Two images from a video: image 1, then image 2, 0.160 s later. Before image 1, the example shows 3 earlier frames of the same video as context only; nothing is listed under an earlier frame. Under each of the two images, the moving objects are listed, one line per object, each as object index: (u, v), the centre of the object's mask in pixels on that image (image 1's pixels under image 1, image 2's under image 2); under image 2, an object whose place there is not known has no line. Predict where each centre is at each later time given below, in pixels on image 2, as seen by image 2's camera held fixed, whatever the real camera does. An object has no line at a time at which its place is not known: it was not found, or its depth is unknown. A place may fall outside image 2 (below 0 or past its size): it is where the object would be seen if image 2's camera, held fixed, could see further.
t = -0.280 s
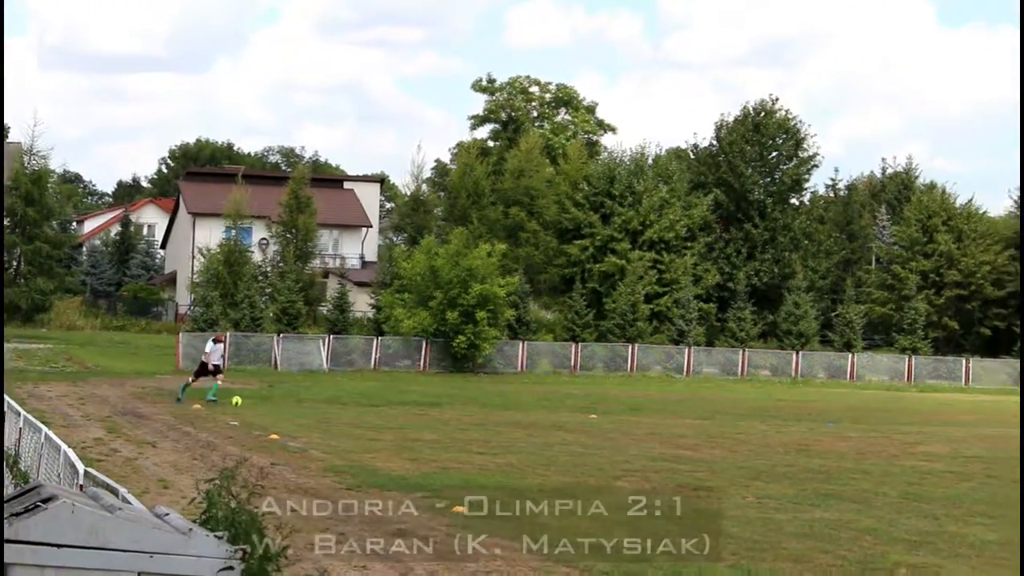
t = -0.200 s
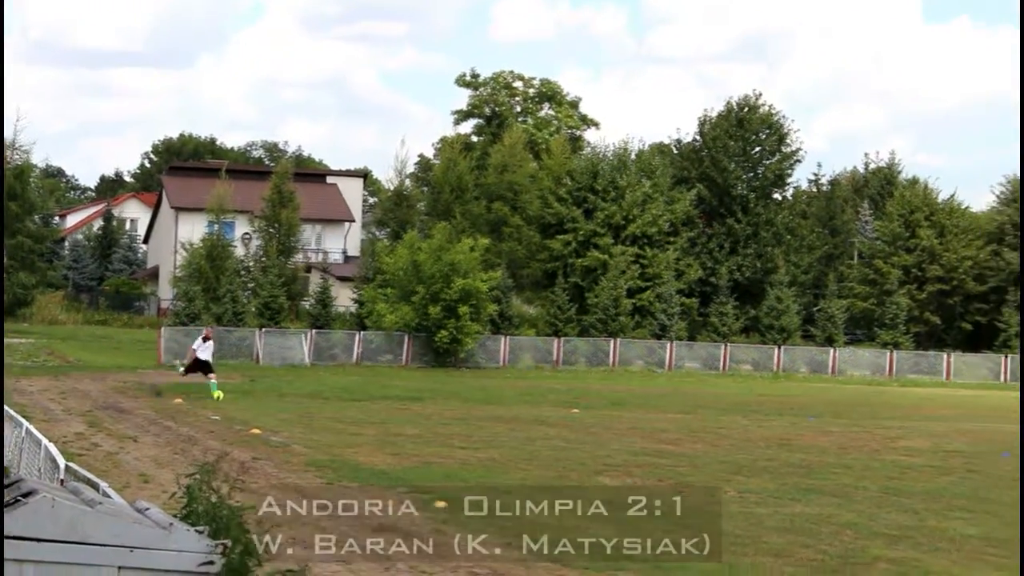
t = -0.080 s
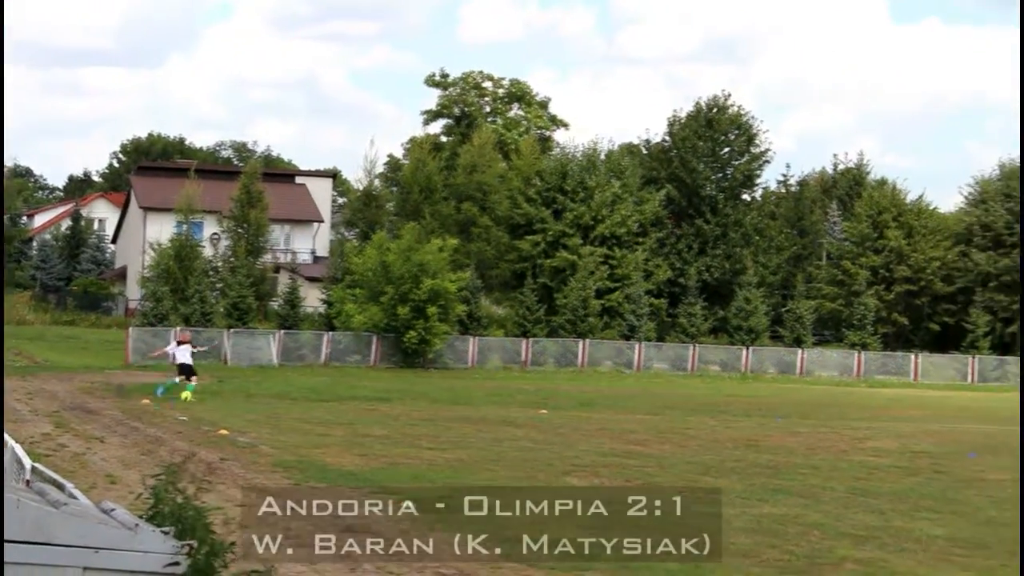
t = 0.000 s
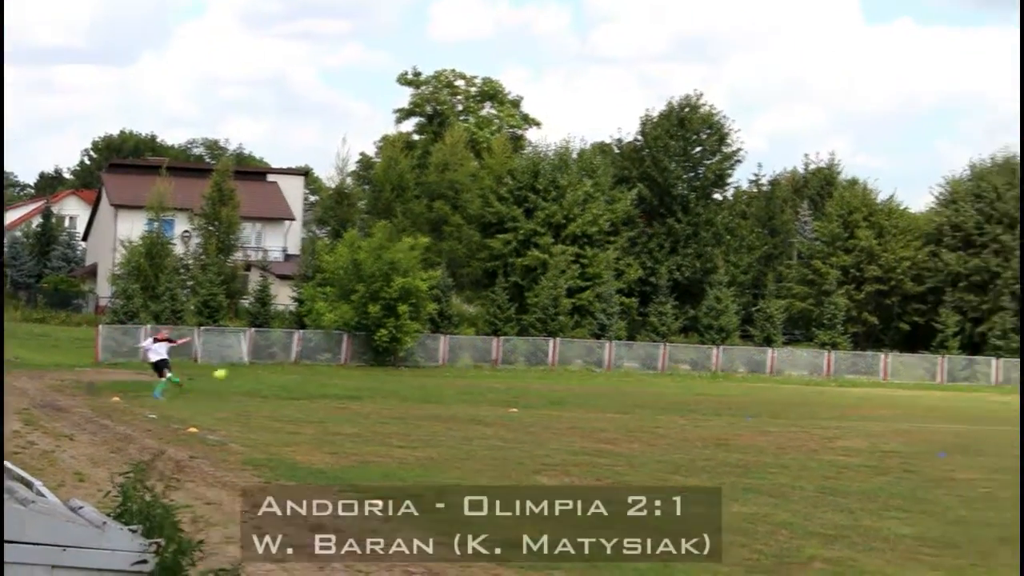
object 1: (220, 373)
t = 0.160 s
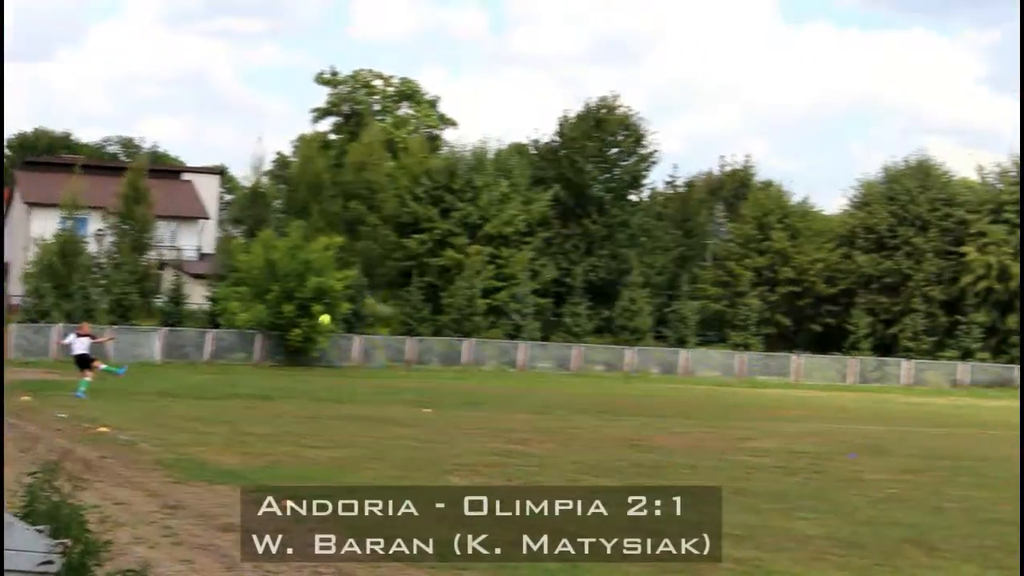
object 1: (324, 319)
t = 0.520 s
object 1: (709, 243)
